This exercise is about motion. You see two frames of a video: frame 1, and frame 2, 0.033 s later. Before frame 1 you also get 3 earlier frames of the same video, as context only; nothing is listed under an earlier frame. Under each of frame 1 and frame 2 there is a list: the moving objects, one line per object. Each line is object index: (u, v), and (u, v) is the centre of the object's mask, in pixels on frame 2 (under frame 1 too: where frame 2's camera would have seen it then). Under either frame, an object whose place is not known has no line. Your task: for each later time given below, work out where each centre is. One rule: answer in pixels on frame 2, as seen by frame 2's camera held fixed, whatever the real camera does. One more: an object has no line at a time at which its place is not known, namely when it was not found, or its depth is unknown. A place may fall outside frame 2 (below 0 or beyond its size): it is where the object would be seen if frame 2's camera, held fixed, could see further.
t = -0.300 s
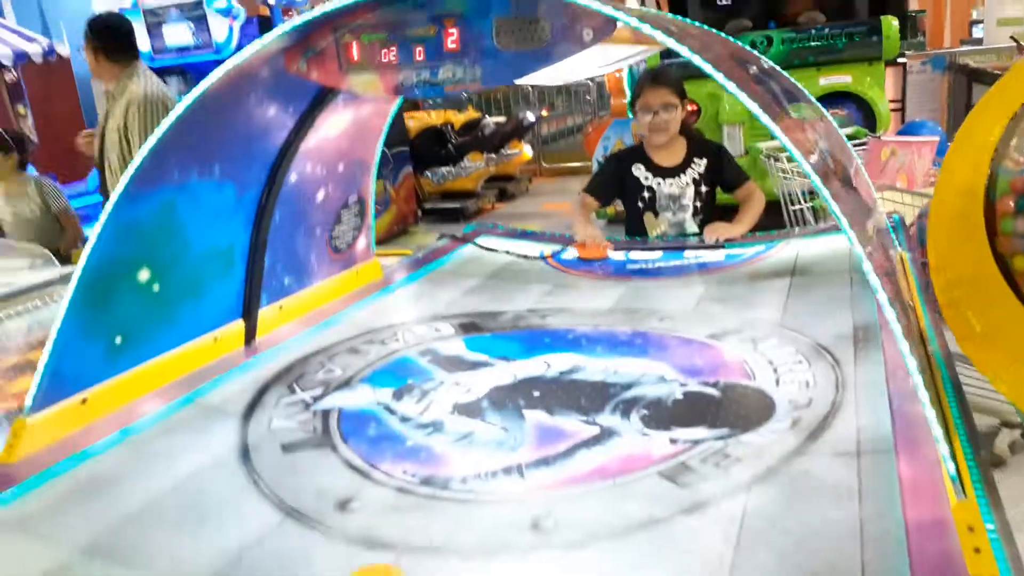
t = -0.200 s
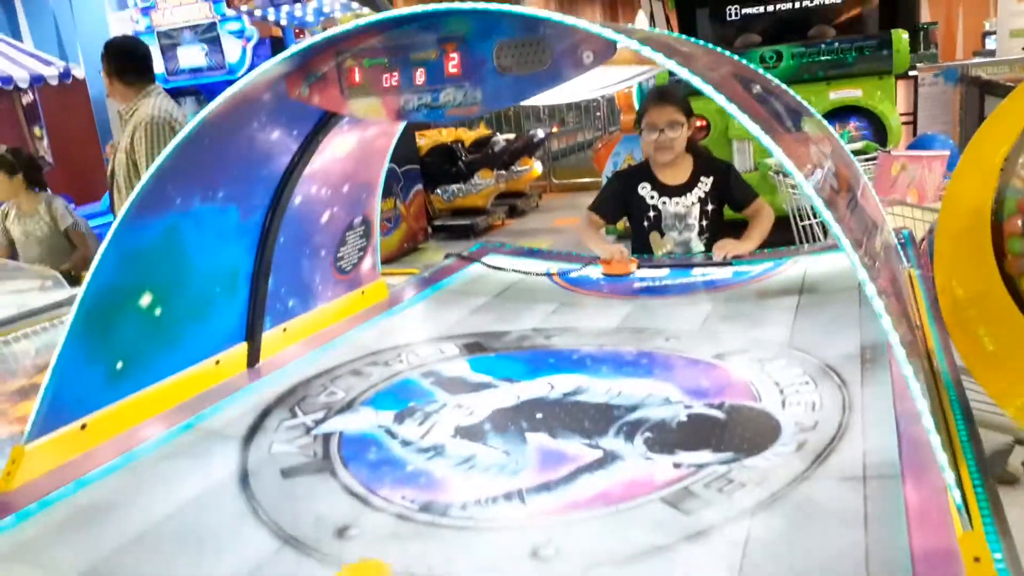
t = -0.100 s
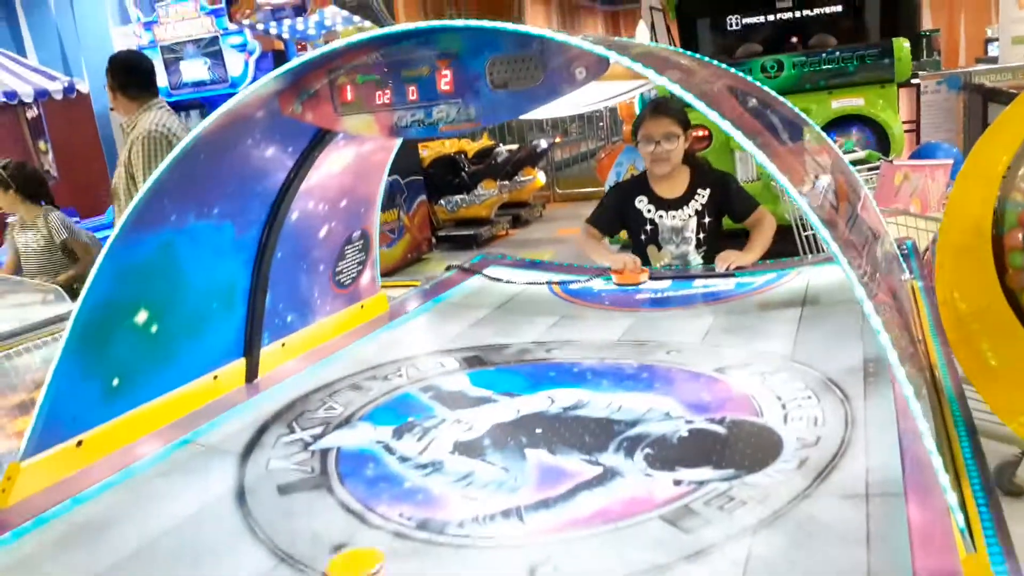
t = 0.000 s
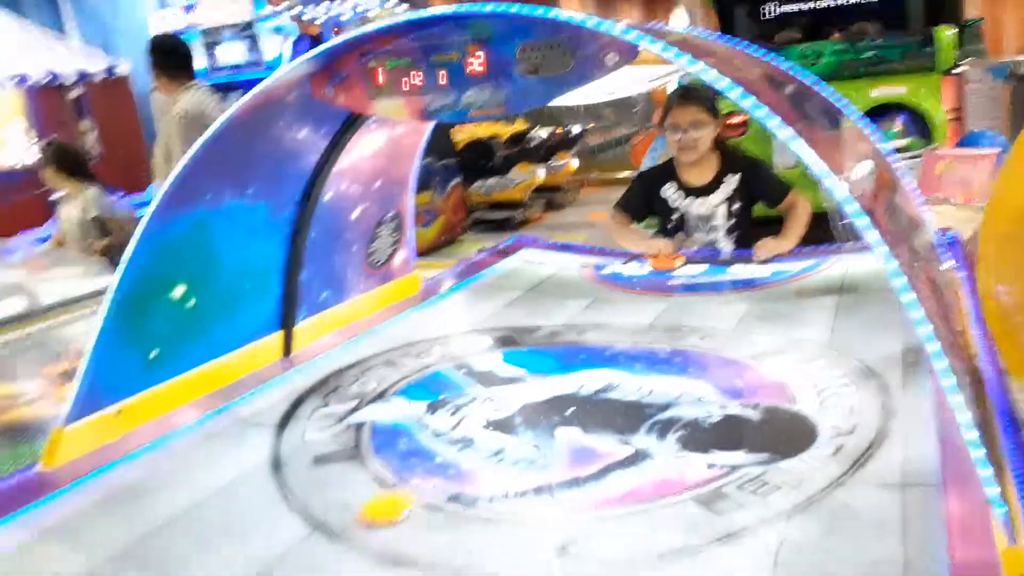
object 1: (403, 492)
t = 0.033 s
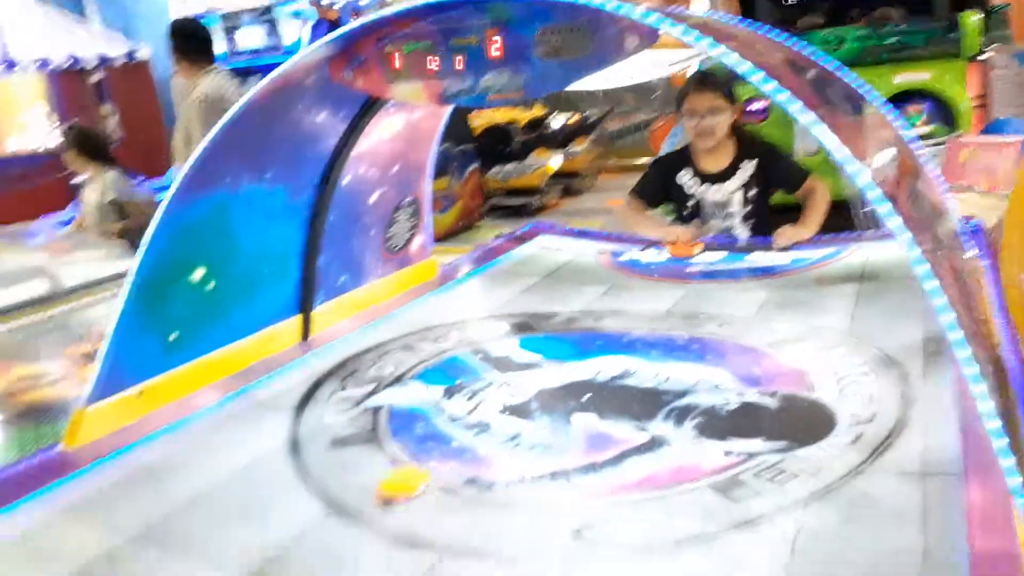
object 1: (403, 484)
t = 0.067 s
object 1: (406, 474)
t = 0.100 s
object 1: (407, 466)
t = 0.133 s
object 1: (409, 459)
